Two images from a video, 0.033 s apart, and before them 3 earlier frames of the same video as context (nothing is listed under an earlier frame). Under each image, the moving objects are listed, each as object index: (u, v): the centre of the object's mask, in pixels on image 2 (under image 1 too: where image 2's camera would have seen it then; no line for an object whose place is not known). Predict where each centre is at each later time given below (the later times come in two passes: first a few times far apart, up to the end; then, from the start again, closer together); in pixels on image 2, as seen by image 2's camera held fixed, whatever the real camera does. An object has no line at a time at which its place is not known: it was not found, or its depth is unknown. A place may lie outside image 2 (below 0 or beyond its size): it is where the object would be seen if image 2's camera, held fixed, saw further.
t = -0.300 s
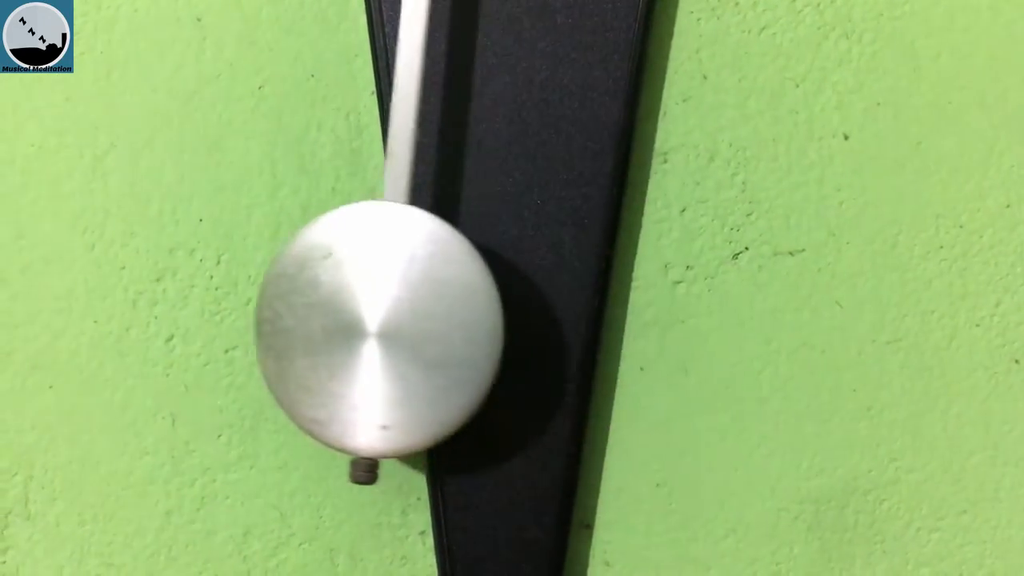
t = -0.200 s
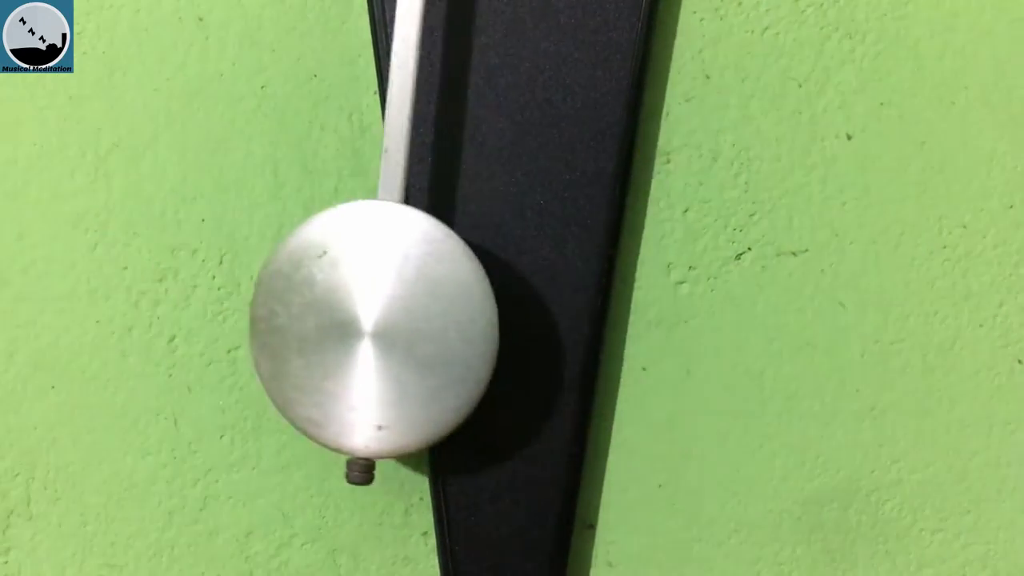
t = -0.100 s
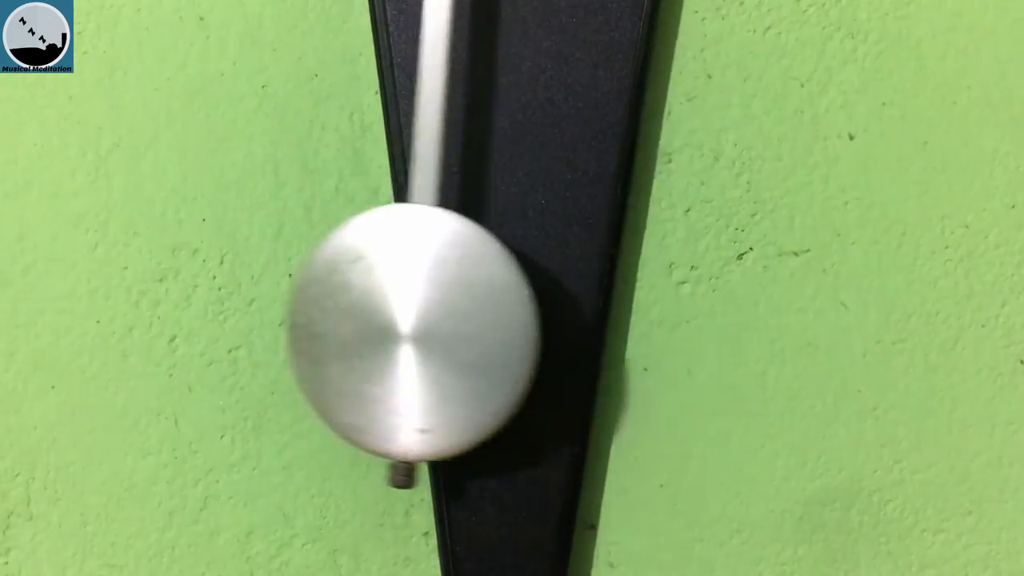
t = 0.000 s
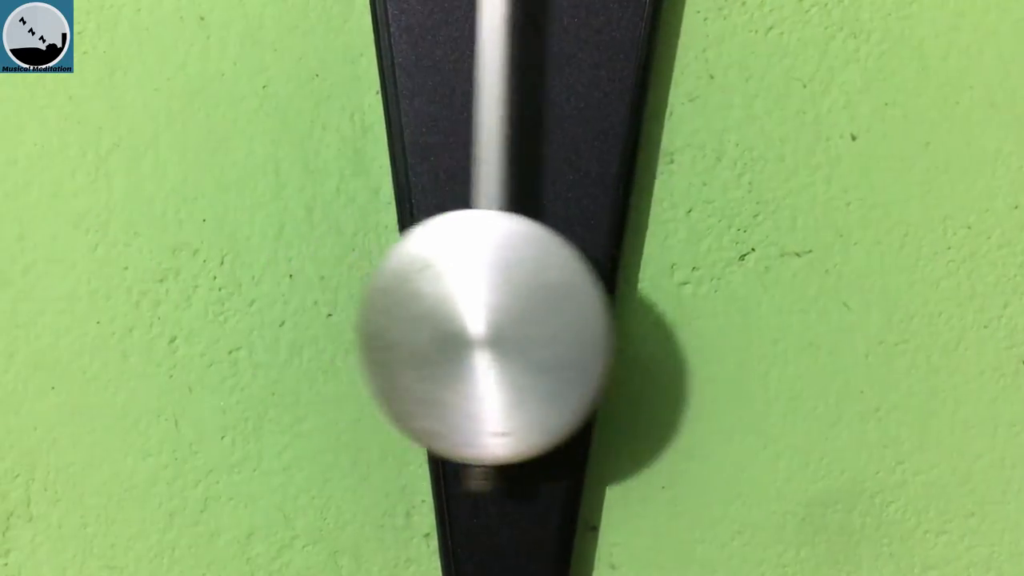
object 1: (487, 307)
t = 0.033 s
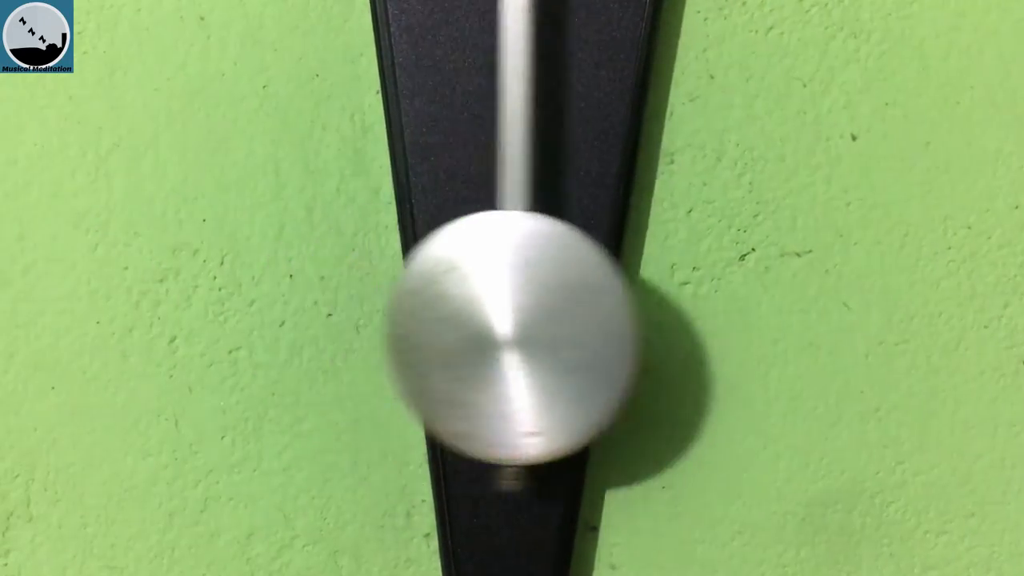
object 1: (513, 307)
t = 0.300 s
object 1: (683, 305)
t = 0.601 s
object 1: (575, 308)
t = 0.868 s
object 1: (390, 307)
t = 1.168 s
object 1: (486, 306)
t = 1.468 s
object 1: (685, 307)
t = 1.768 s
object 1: (578, 307)
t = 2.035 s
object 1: (402, 298)
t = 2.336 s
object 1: (477, 307)
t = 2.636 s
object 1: (675, 309)
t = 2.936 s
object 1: (582, 308)
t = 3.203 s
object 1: (405, 307)
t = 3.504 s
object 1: (473, 311)
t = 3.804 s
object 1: (669, 310)
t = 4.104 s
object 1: (590, 310)
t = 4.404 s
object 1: (399, 307)
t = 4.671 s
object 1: (470, 306)
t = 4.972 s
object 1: (672, 305)
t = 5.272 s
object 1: (601, 306)
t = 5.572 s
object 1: (397, 306)
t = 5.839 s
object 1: (460, 307)
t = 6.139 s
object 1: (673, 305)
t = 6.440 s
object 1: (612, 307)
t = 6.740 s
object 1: (395, 307)
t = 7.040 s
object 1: (472, 303)
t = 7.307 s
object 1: (666, 306)
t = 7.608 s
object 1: (614, 308)
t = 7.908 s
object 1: (397, 305)
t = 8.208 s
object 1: (467, 304)
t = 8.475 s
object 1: (663, 307)
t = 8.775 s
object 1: (618, 305)
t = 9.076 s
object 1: (401, 302)
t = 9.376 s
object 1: (458, 303)
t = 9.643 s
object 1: (656, 305)
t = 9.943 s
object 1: (625, 306)
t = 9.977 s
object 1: (600, 307)
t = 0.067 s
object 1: (539, 308)
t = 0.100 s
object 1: (566, 308)
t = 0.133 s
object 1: (592, 308)
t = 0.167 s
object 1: (617, 307)
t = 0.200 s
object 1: (639, 307)
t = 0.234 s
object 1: (658, 306)
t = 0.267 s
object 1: (673, 306)
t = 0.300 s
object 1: (683, 305)
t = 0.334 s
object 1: (690, 306)
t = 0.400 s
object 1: (687, 306)
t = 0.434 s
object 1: (678, 306)
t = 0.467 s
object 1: (665, 307)
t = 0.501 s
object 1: (646, 307)
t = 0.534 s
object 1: (625, 307)
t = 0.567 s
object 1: (601, 308)
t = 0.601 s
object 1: (575, 308)
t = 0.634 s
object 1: (548, 308)
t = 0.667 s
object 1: (522, 307)
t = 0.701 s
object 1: (495, 307)
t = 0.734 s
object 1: (469, 307)
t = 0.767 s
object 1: (444, 306)
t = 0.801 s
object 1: (423, 306)
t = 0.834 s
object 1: (404, 306)
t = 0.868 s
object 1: (390, 307)
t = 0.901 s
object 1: (381, 308)
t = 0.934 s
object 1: (377, 307)
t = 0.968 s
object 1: (379, 307)
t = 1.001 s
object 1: (387, 307)
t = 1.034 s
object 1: (399, 306)
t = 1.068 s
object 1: (416, 306)
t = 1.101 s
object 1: (437, 305)
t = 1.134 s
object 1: (460, 304)
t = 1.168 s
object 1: (486, 306)
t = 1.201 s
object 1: (512, 305)
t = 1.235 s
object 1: (537, 307)
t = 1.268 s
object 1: (565, 307)
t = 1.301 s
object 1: (591, 307)
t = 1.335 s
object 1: (616, 307)
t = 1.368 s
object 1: (639, 307)
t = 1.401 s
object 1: (658, 307)
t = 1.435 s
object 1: (674, 307)
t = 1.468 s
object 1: (685, 307)
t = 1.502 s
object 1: (692, 308)
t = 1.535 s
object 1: (693, 308)
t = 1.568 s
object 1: (690, 308)
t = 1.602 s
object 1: (681, 308)
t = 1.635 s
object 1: (667, 307)
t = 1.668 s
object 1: (650, 307)
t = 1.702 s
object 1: (628, 307)
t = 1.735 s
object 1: (605, 307)
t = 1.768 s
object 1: (578, 307)
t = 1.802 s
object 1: (552, 307)
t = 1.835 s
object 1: (528, 305)
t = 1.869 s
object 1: (502, 304)
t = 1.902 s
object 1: (477, 304)
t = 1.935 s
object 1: (454, 303)
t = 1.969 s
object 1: (433, 302)
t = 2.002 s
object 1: (415, 301)
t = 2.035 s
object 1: (402, 298)
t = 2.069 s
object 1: (393, 298)
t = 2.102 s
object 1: (388, 298)
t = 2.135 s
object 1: (387, 303)
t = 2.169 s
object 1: (391, 304)
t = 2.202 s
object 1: (400, 305)
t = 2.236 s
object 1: (414, 305)
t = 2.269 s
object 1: (432, 306)
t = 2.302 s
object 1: (453, 306)
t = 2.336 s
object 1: (477, 307)
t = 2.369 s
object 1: (502, 307)
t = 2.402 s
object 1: (528, 307)
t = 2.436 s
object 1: (552, 310)
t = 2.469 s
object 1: (580, 309)
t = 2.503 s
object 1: (604, 310)
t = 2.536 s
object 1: (627, 310)
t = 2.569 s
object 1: (647, 310)
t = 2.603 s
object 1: (663, 309)
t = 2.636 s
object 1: (675, 309)
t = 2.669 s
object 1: (682, 309)
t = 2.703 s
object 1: (684, 309)
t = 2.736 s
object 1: (682, 308)
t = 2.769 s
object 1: (674, 308)
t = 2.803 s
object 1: (663, 308)
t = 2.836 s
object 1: (647, 307)
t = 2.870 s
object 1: (628, 308)
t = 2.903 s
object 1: (605, 308)
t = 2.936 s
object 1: (582, 308)
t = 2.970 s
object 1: (557, 308)
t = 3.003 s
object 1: (533, 307)
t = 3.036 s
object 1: (509, 306)
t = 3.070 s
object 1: (485, 306)
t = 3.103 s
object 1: (460, 305)
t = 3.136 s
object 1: (439, 305)
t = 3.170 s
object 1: (421, 305)
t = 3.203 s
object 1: (405, 307)
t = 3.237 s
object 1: (395, 308)
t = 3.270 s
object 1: (388, 309)
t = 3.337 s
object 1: (390, 309)
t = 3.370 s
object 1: (399, 309)
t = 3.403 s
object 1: (412, 309)
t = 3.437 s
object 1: (429, 310)
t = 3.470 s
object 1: (449, 310)
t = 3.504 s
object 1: (473, 311)
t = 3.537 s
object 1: (497, 313)
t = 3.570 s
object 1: (522, 310)
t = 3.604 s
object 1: (546, 309)
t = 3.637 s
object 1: (572, 311)
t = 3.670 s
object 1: (596, 310)
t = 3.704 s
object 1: (618, 310)
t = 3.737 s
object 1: (639, 310)
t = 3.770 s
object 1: (656, 309)
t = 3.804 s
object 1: (669, 310)
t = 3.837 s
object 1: (677, 310)
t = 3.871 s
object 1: (681, 309)
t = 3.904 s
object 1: (680, 309)
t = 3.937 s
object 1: (675, 309)
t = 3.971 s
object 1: (665, 309)
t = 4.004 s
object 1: (651, 309)
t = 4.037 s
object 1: (634, 309)
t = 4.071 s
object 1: (612, 309)
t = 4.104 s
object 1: (590, 310)
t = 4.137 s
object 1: (565, 310)
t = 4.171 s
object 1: (541, 309)
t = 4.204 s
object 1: (517, 308)
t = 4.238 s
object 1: (492, 308)
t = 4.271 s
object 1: (468, 308)
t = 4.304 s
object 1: (447, 306)
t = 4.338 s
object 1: (426, 307)
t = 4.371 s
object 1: (410, 308)
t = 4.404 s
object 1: (399, 307)
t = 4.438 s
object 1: (392, 307)
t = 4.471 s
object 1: (390, 307)
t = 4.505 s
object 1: (392, 307)
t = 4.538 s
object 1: (400, 307)
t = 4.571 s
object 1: (412, 307)
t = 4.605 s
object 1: (427, 307)
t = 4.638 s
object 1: (447, 306)
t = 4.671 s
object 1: (470, 306)
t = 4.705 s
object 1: (494, 305)
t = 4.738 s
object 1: (519, 305)
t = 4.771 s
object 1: (544, 306)
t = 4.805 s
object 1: (570, 306)
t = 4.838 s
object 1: (595, 306)
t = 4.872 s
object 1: (618, 307)
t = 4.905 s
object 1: (640, 307)
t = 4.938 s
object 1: (658, 305)
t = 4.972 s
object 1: (672, 305)
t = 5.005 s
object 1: (683, 306)
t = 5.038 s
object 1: (688, 306)
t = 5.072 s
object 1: (689, 306)
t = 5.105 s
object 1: (685, 306)
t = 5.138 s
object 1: (676, 306)
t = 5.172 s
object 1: (663, 305)
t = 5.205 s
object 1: (645, 306)
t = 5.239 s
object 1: (625, 307)
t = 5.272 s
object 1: (601, 306)
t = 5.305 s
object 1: (576, 307)
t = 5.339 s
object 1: (550, 306)
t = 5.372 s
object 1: (526, 305)
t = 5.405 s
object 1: (500, 305)
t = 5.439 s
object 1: (474, 305)
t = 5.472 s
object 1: (449, 306)
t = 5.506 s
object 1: (429, 306)
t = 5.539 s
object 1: (411, 305)
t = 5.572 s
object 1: (397, 306)
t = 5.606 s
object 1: (388, 306)
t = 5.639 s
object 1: (385, 306)
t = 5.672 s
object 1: (386, 306)
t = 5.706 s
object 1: (391, 306)
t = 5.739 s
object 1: (402, 306)
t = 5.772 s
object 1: (418, 306)
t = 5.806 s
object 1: (437, 307)
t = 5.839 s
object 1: (460, 307)
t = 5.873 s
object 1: (486, 306)
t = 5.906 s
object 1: (512, 304)
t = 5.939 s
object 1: (537, 306)
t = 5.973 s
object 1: (563, 308)
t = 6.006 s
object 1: (590, 307)
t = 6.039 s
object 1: (614, 305)
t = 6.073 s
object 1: (637, 306)
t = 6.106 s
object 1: (658, 306)
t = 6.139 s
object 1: (673, 305)
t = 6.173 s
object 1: (685, 305)
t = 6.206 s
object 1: (693, 306)
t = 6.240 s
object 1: (695, 305)
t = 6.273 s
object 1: (692, 305)
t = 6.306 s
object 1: (684, 306)
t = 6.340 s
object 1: (672, 307)
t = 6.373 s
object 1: (656, 306)
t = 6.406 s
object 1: (635, 307)
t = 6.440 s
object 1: (612, 307)
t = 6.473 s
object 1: (586, 307)
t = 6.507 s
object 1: (559, 307)
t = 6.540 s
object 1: (533, 307)
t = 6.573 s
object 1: (508, 306)
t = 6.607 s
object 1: (481, 305)
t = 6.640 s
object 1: (456, 305)
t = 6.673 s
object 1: (431, 307)
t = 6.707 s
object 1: (412, 306)
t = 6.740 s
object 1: (395, 307)
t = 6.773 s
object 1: (384, 307)
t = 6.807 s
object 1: (377, 307)
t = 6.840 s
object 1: (377, 306)
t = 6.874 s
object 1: (381, 306)
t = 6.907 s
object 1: (390, 306)
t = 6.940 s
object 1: (405, 305)
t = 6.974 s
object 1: (424, 306)
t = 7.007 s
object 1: (446, 305)
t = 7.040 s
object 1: (472, 303)
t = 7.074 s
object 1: (498, 303)
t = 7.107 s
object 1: (525, 304)
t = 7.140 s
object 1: (550, 305)
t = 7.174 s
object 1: (577, 306)
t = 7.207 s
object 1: (603, 306)
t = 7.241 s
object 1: (627, 306)
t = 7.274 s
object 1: (648, 306)
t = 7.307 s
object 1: (666, 306)
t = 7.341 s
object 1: (680, 306)
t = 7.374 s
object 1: (689, 306)
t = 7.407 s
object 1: (693, 307)
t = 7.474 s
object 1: (685, 307)
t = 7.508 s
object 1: (674, 307)
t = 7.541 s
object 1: (658, 308)
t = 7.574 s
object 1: (638, 308)
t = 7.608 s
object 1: (614, 308)
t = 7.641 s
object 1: (588, 308)
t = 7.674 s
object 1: (562, 308)
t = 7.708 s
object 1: (536, 307)
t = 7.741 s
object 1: (509, 307)
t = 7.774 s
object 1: (484, 306)
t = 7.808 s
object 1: (457, 305)
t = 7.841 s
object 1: (434, 305)
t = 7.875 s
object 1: (413, 305)
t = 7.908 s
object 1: (397, 305)
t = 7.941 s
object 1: (386, 304)
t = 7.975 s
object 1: (379, 304)
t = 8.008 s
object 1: (378, 304)
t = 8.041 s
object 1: (382, 304)
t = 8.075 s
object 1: (390, 305)
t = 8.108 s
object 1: (404, 303)
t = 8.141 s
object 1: (422, 302)
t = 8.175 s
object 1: (443, 302)
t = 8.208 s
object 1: (467, 304)
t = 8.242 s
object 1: (493, 304)
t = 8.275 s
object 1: (518, 304)
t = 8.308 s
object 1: (545, 306)
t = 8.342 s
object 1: (572, 306)
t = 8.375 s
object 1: (598, 307)
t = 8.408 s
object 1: (623, 307)
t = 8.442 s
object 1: (645, 307)
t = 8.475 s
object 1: (663, 307)
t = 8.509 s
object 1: (678, 307)
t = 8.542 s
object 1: (688, 307)
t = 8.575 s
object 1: (693, 307)
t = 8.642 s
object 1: (687, 307)
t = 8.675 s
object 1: (676, 307)
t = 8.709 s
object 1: (661, 306)
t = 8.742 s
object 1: (642, 306)
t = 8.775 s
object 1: (618, 305)
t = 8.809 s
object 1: (594, 305)
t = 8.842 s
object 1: (568, 305)
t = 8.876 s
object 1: (541, 304)
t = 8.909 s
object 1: (516, 303)
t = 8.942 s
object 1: (489, 302)
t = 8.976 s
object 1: (463, 301)
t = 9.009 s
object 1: (439, 301)
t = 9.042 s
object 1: (418, 301)
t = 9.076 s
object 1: (401, 302)
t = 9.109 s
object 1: (387, 302)
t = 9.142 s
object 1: (379, 302)
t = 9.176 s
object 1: (376, 303)
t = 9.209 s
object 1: (378, 302)
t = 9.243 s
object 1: (385, 303)
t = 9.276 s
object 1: (398, 303)
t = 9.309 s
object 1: (413, 303)
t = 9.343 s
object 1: (434, 303)
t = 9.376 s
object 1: (458, 303)
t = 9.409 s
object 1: (484, 301)
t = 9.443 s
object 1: (510, 301)
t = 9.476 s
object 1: (536, 304)
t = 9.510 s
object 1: (563, 304)
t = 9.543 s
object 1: (590, 304)
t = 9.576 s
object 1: (614, 305)
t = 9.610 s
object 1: (637, 306)
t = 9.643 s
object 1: (656, 305)
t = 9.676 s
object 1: (672, 305)
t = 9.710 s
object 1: (683, 305)
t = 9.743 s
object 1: (689, 306)
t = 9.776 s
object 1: (690, 307)
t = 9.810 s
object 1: (686, 306)
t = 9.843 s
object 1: (678, 307)
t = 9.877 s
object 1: (663, 307)
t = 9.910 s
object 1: (645, 306)
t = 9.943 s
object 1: (625, 306)
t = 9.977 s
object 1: (600, 307)
